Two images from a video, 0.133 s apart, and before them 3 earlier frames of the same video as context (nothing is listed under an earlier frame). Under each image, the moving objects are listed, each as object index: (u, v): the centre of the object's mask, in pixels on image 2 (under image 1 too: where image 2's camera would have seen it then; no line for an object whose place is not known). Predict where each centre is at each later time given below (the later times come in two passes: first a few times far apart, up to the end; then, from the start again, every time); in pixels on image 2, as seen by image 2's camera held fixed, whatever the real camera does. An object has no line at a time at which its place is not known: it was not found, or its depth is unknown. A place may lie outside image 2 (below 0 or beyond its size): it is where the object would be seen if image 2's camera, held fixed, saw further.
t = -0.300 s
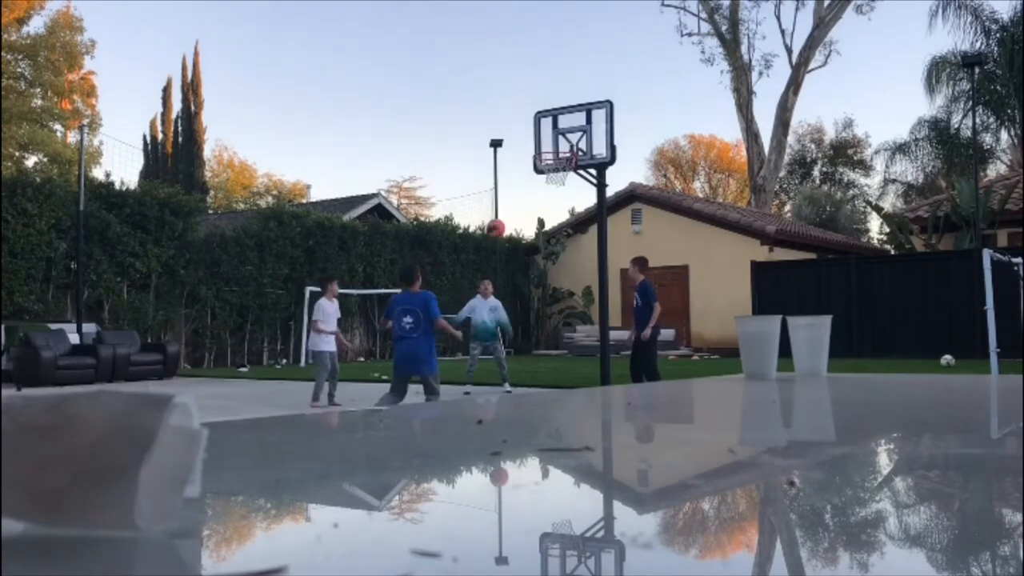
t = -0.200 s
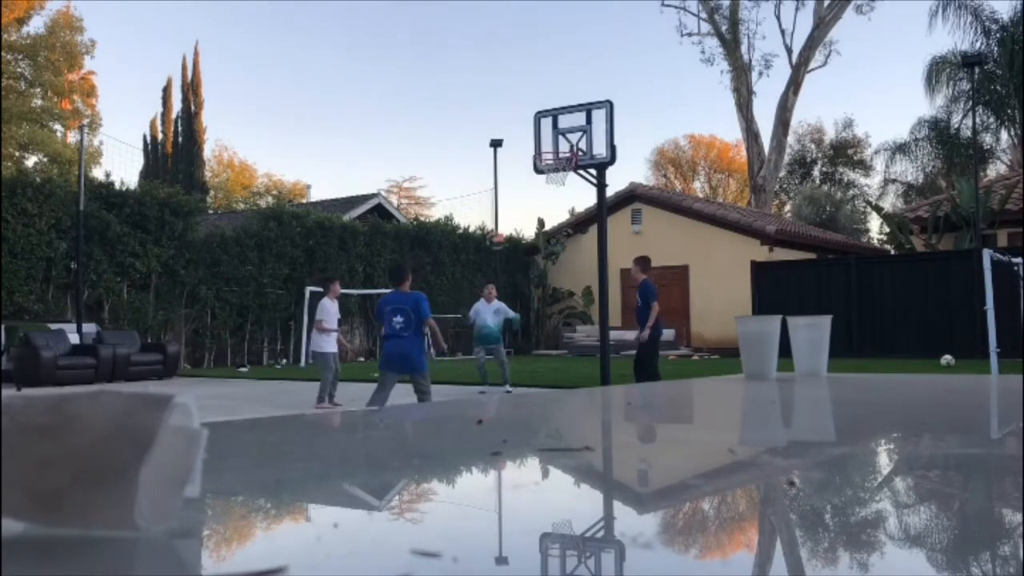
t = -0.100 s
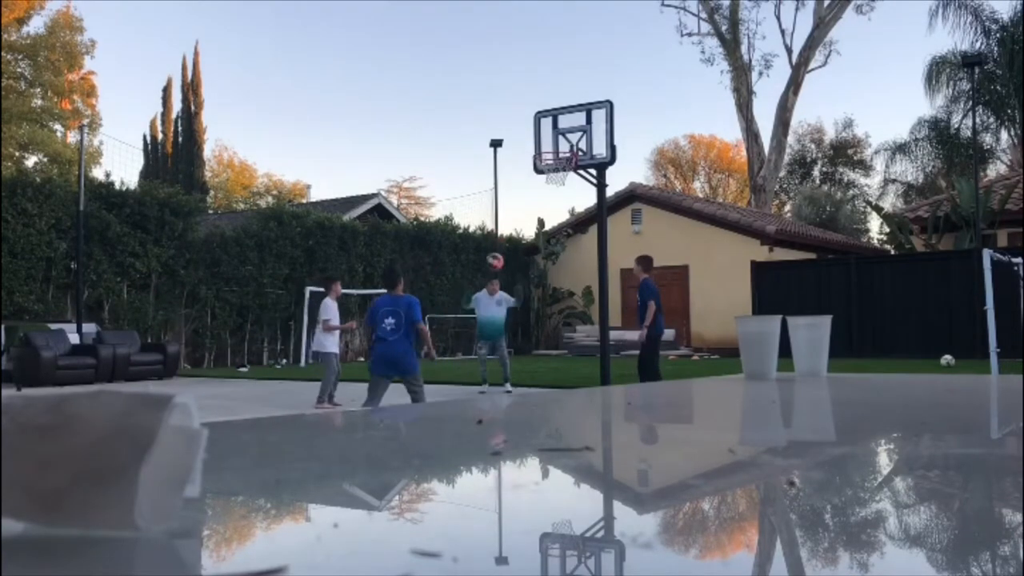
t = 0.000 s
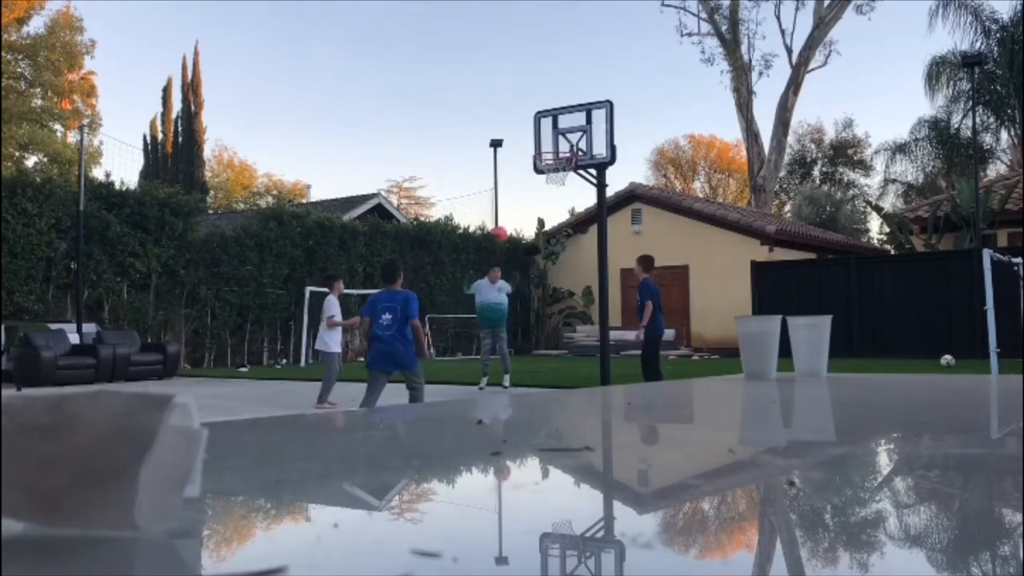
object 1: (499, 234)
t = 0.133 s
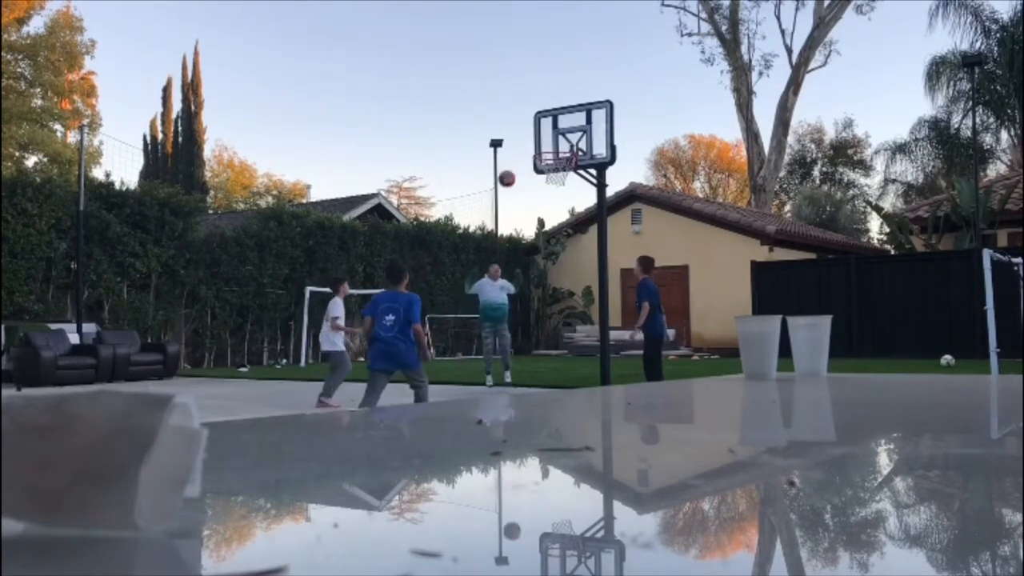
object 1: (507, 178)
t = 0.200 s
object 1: (511, 156)
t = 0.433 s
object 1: (526, 105)
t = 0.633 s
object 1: (539, 98)
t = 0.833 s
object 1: (554, 126)
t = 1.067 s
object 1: (562, 139)
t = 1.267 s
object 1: (564, 144)
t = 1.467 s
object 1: (558, 143)
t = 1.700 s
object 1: (551, 151)
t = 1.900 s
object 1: (547, 178)
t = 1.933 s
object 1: (547, 184)
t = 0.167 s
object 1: (509, 166)
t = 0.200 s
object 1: (511, 156)
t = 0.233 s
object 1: (513, 146)
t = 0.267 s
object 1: (515, 137)
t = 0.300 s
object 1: (517, 129)
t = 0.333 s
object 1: (519, 122)
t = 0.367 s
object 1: (521, 115)
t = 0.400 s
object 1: (523, 110)
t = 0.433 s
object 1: (526, 105)
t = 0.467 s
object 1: (528, 102)
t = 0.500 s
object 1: (530, 99)
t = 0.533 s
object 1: (532, 97)
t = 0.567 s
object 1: (534, 97)
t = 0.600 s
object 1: (537, 97)
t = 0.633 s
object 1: (539, 98)
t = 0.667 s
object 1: (541, 100)
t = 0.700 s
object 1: (544, 103)
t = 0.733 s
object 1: (546, 108)
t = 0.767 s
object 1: (549, 113)
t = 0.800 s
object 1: (551, 120)
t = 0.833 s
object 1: (554, 126)
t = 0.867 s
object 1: (556, 135)
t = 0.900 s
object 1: (559, 143)
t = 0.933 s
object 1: (559, 142)
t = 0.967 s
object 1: (560, 139)
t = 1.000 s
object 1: (561, 138)
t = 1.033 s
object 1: (562, 138)
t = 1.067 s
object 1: (562, 139)
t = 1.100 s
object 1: (562, 139)
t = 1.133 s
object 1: (564, 142)
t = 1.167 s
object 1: (566, 145)
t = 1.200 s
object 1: (566, 148)
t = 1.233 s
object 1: (565, 147)
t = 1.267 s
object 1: (564, 144)
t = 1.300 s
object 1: (563, 141)
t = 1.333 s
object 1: (562, 140)
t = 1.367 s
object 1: (561, 140)
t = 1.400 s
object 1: (560, 140)
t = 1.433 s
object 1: (559, 141)
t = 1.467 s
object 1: (558, 143)
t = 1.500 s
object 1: (556, 148)
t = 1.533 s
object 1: (555, 151)
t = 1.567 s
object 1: (554, 149)
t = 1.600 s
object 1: (554, 149)
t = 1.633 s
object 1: (553, 149)
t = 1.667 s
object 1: (552, 149)
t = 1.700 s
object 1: (551, 151)
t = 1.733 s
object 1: (550, 153)
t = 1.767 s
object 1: (549, 156)
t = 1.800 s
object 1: (549, 161)
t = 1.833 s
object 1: (549, 167)
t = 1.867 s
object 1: (548, 173)
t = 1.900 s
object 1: (547, 178)
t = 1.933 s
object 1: (547, 184)
